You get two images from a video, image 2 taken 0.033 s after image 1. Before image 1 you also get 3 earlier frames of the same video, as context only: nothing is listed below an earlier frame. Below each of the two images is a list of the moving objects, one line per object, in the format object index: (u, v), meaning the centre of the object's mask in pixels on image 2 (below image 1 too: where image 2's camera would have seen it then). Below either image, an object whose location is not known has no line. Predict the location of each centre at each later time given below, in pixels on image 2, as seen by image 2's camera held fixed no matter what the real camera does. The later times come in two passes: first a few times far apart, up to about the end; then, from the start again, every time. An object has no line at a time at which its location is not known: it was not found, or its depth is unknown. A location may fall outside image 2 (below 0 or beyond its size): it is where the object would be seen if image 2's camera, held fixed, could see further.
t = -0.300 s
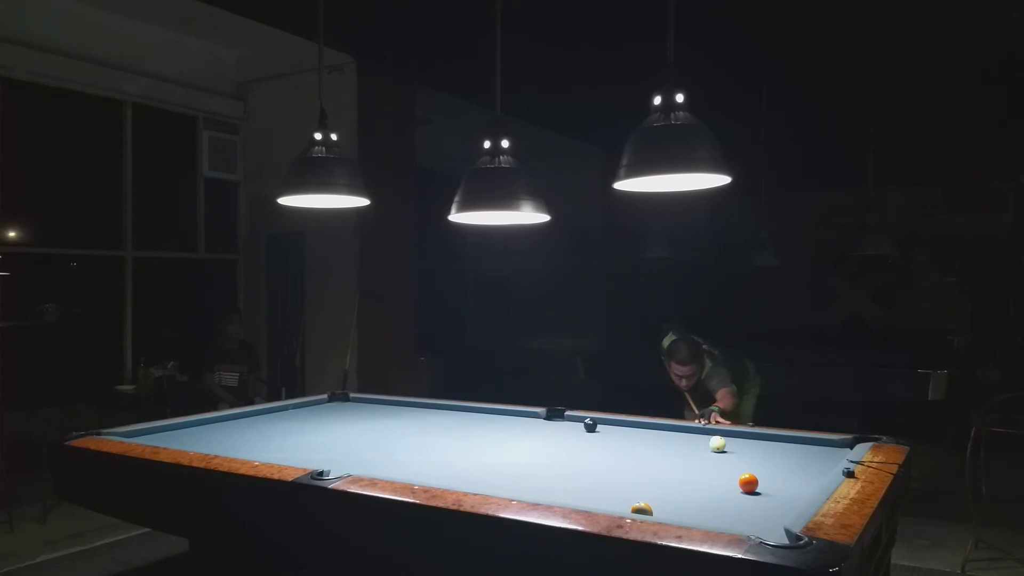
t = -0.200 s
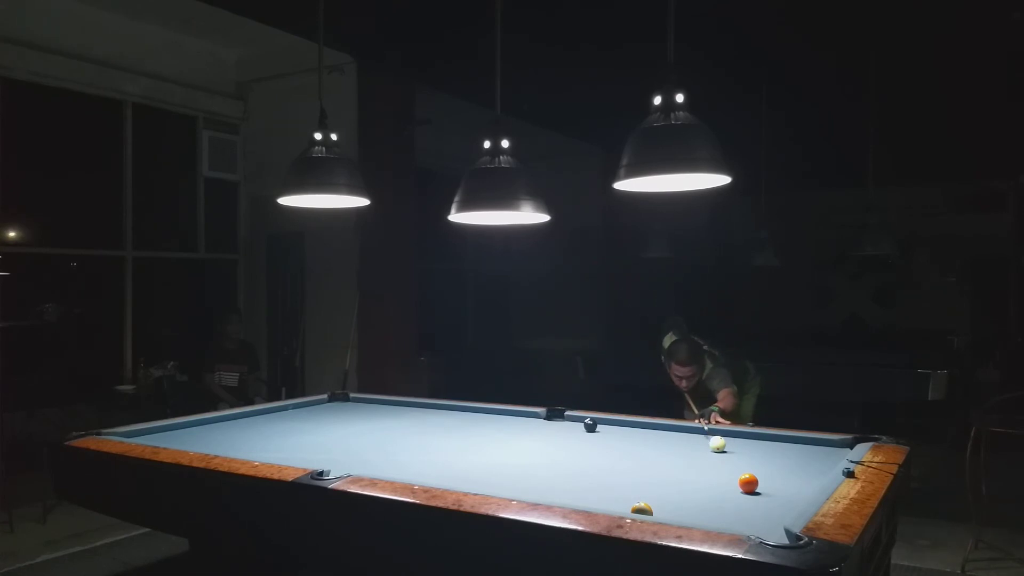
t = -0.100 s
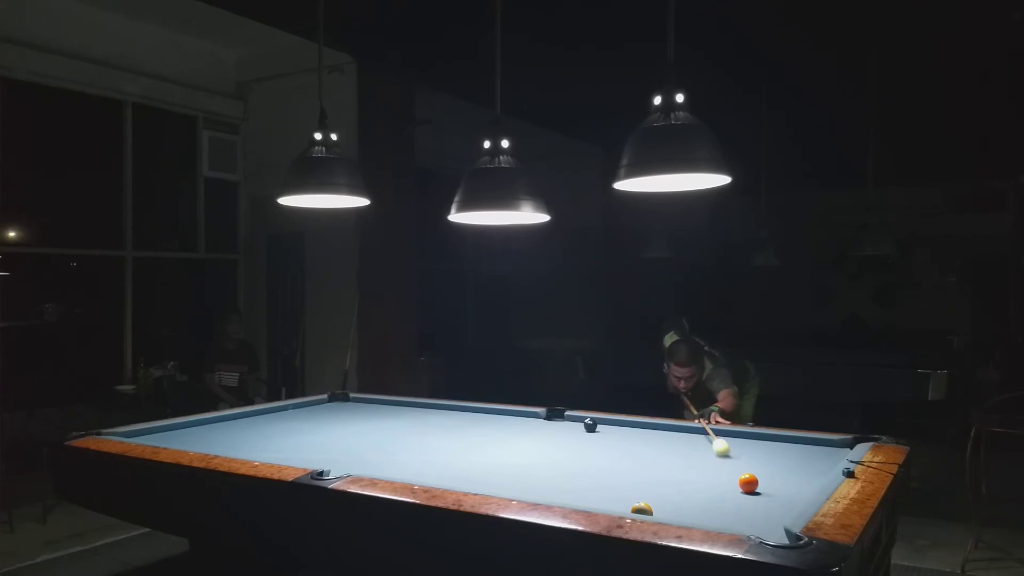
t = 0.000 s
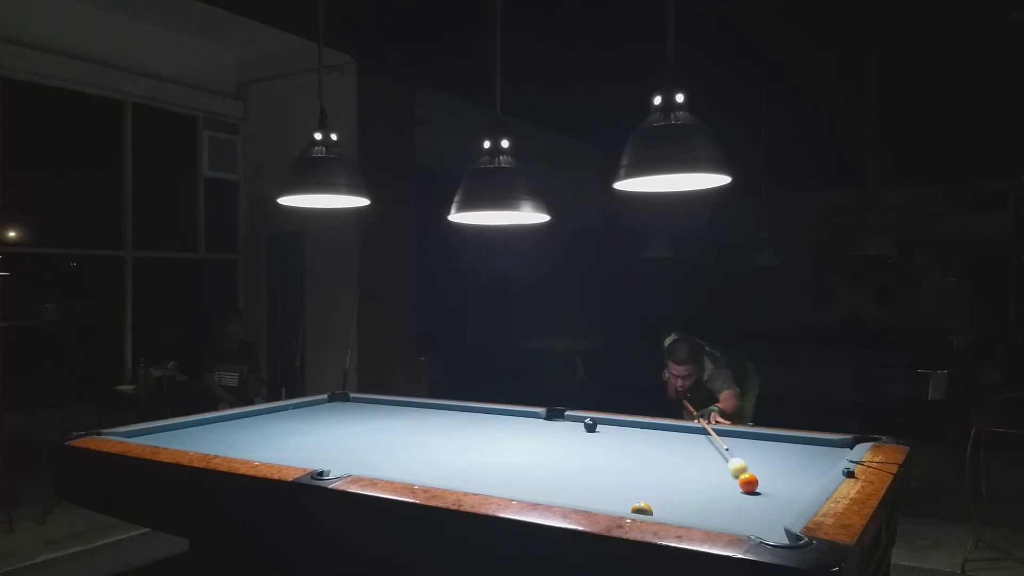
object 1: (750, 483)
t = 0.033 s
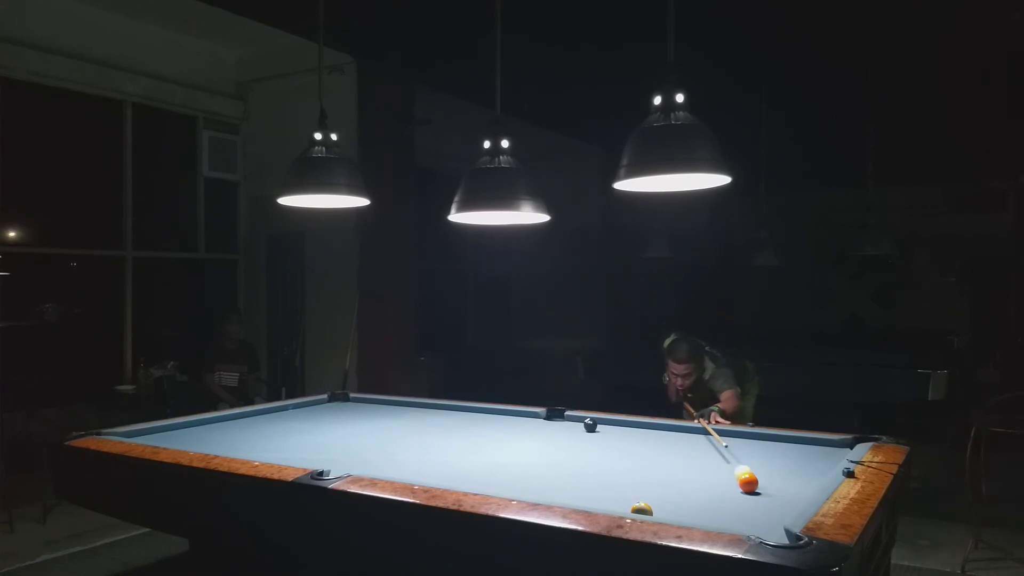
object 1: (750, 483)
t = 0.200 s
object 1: (772, 527)
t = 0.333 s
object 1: (780, 534)
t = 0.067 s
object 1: (753, 489)
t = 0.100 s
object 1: (757, 497)
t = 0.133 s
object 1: (761, 507)
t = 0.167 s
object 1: (767, 517)
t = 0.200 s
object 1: (772, 527)
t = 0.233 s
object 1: (760, 530)
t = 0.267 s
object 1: (758, 531)
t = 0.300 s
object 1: (770, 533)
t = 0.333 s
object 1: (780, 534)
